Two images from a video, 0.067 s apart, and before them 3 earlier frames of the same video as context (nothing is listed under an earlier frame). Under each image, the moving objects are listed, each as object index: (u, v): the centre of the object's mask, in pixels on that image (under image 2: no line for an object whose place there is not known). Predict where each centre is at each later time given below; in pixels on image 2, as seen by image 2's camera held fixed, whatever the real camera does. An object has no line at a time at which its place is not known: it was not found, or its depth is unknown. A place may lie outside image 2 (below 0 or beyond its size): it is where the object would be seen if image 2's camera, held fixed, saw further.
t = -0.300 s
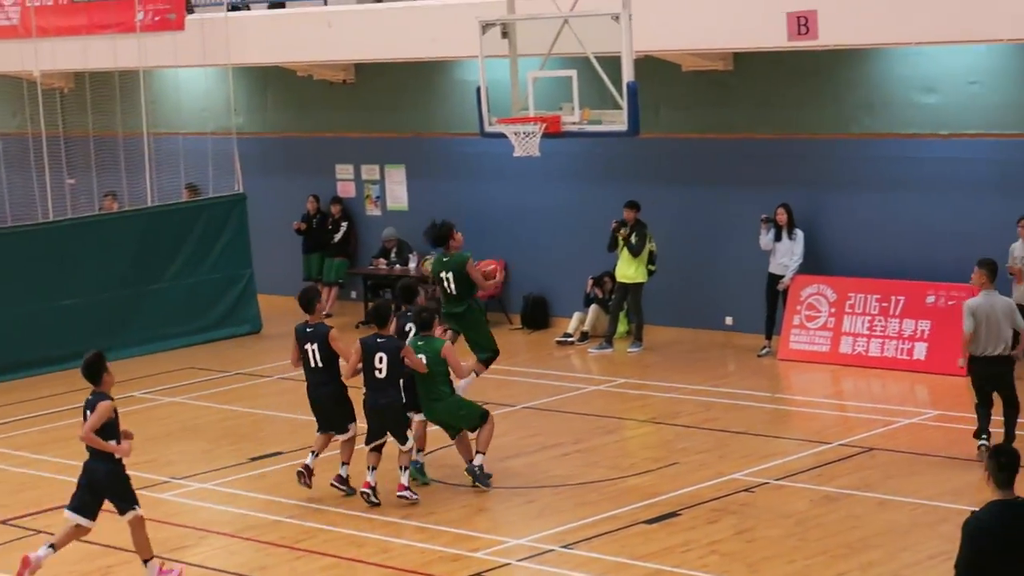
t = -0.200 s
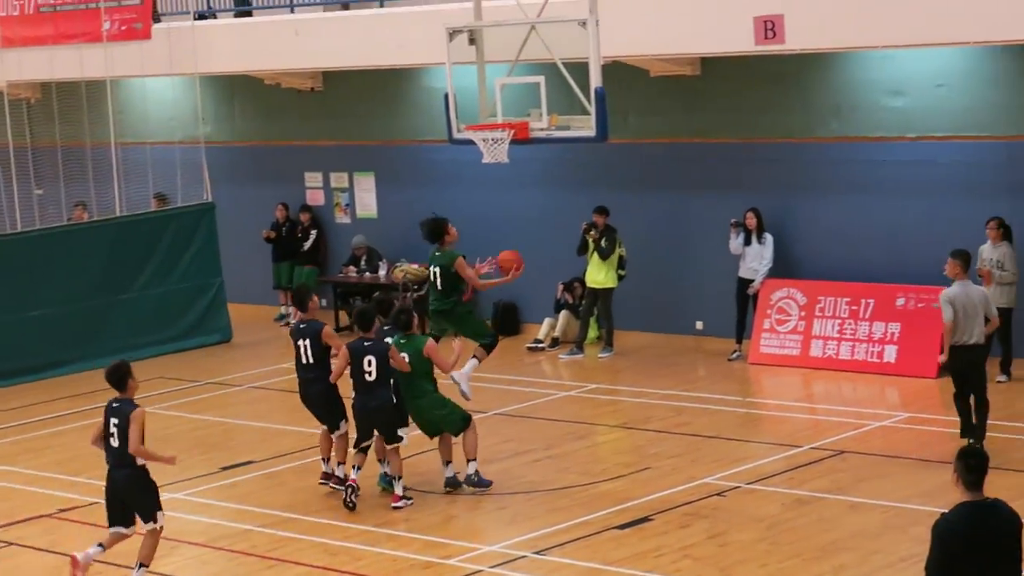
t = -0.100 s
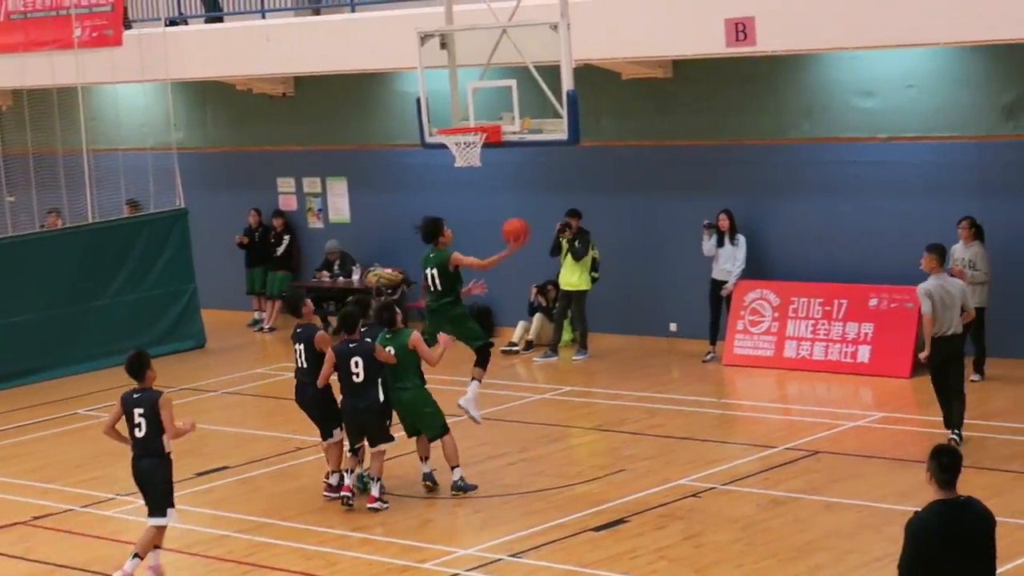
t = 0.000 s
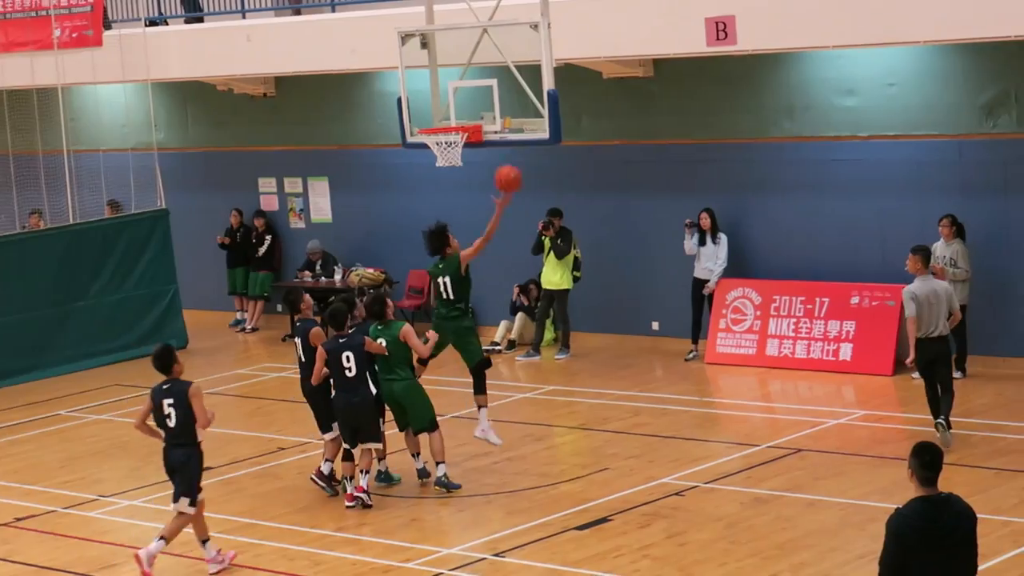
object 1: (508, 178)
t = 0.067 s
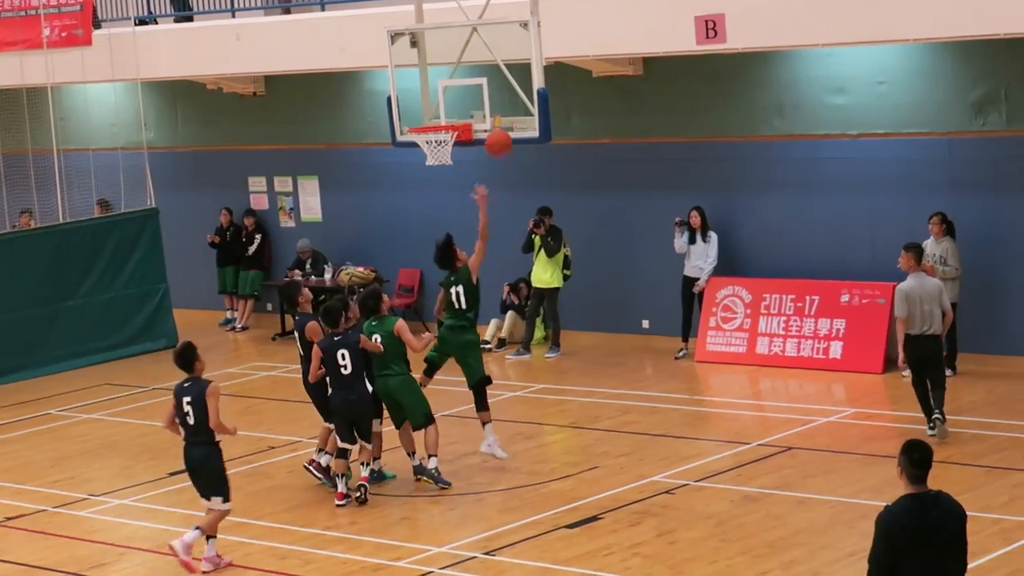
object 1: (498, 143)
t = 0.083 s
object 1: (499, 134)
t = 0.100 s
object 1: (499, 128)
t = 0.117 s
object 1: (499, 120)
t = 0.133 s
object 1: (499, 114)
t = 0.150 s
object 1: (499, 107)
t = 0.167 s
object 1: (499, 101)
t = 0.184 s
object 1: (500, 94)
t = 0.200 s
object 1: (499, 89)
